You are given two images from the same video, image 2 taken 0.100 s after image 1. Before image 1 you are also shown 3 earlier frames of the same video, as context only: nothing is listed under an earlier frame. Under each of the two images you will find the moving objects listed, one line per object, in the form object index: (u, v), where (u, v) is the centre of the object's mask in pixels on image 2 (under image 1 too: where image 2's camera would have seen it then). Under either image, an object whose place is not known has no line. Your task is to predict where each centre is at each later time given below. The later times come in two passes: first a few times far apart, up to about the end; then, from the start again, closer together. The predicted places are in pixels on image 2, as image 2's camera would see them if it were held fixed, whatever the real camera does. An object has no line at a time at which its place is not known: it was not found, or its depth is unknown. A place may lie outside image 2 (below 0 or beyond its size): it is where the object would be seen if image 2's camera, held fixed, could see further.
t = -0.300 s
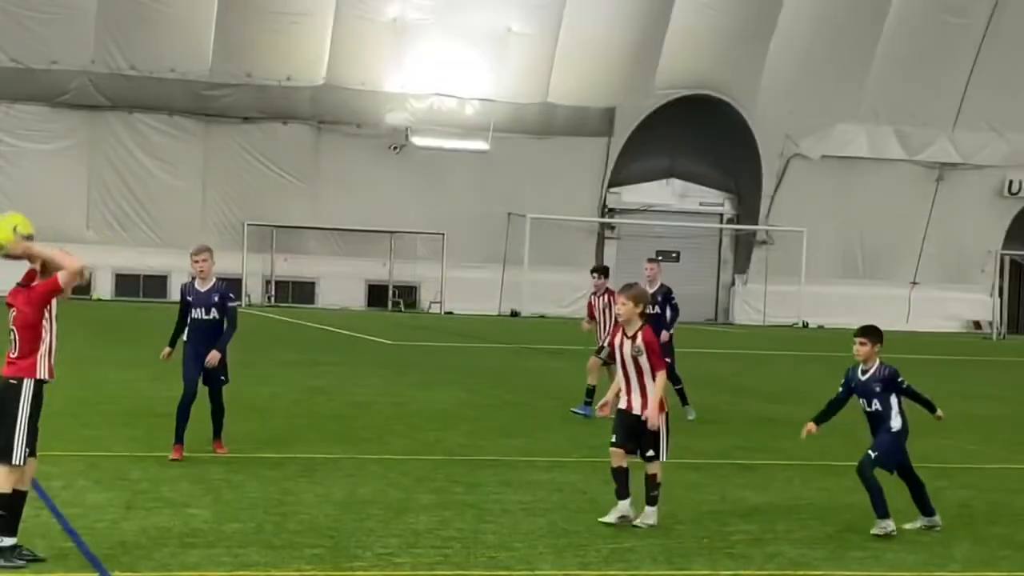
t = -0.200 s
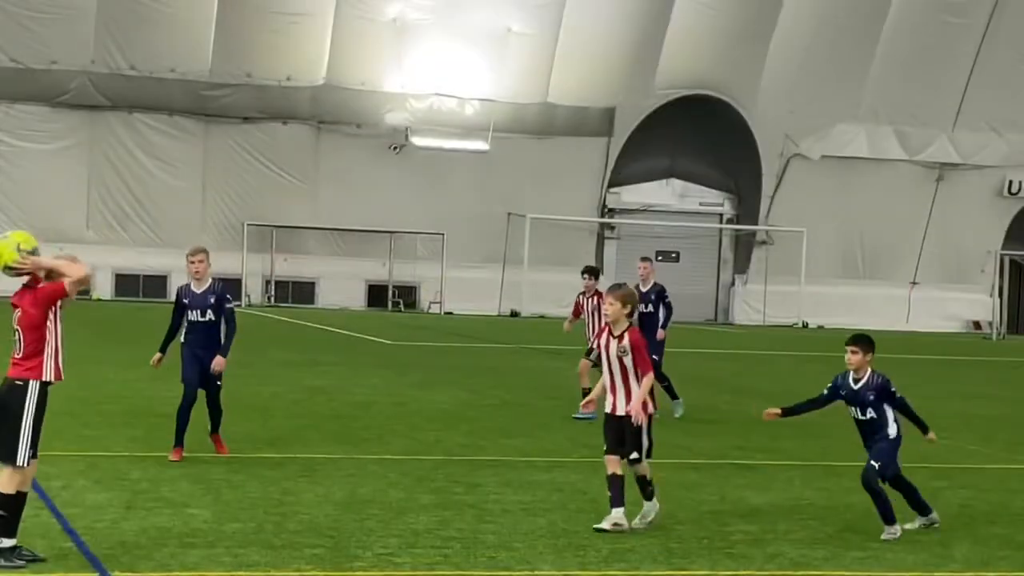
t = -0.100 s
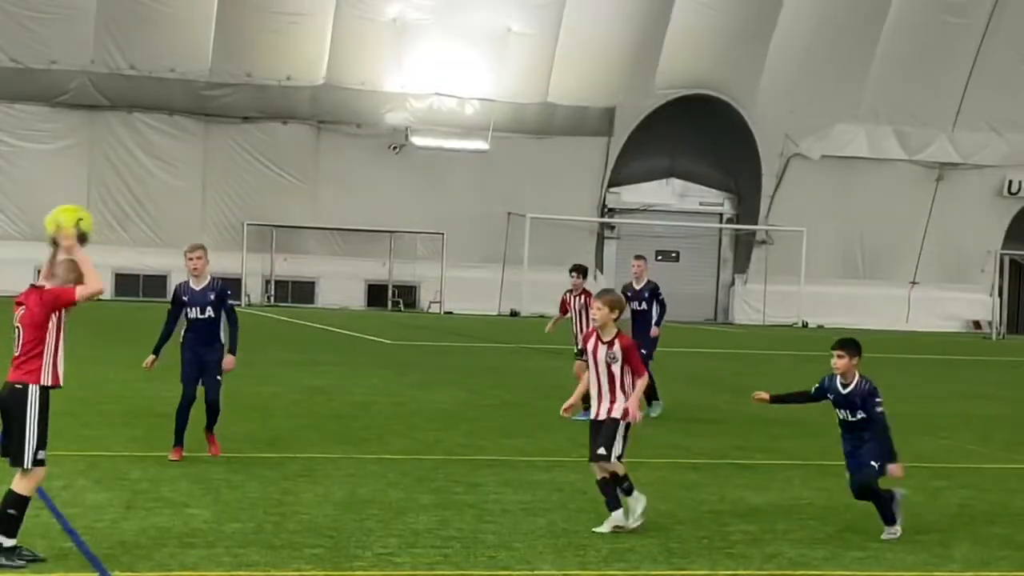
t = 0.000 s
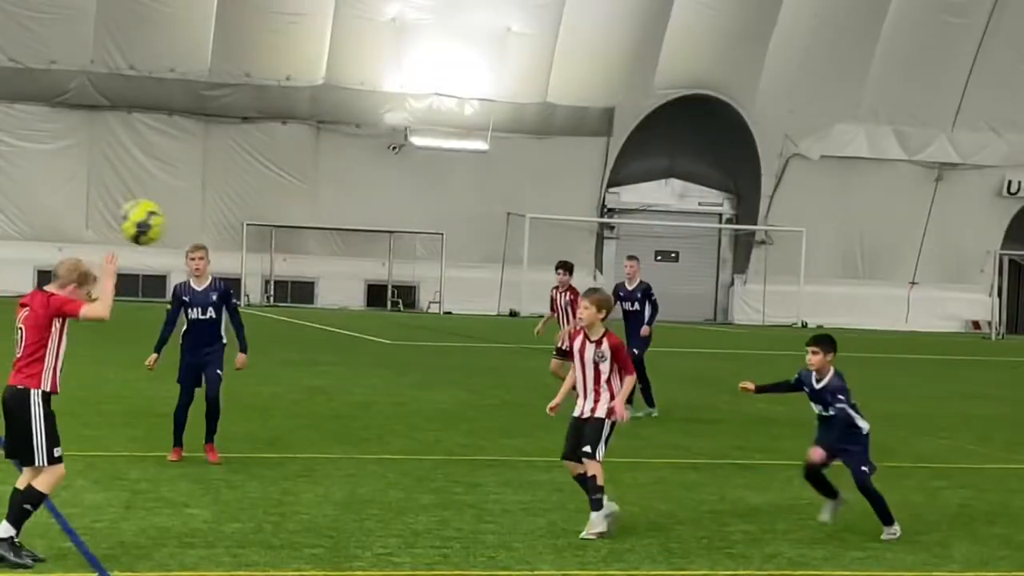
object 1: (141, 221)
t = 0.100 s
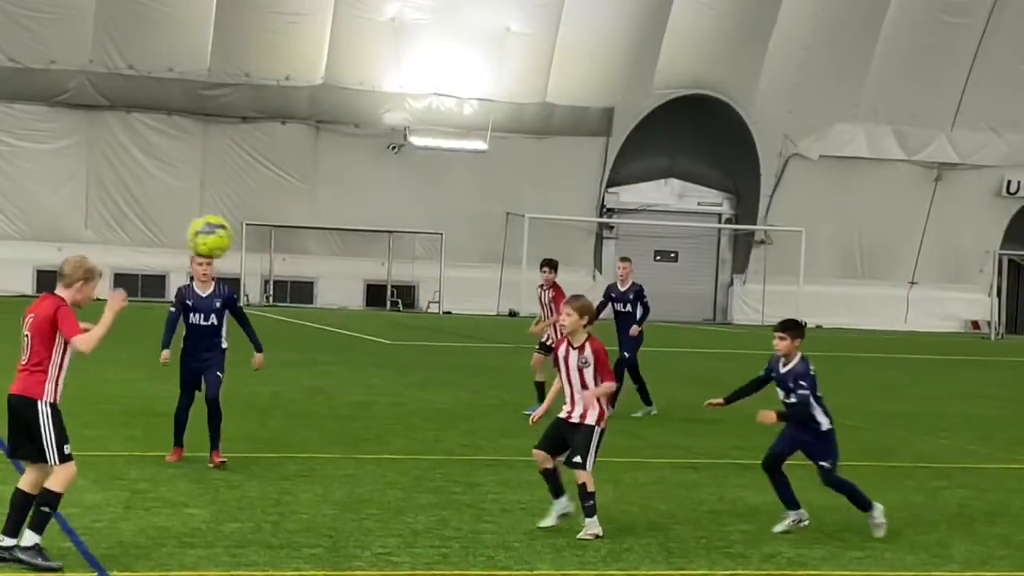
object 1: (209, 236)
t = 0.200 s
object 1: (273, 269)
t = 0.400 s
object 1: (389, 385)
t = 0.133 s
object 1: (231, 245)
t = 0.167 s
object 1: (253, 256)
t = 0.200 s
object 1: (273, 269)
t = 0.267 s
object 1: (314, 299)
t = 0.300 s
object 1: (333, 319)
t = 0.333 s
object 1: (352, 339)
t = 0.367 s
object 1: (371, 361)
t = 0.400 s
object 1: (389, 385)
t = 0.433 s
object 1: (408, 411)
